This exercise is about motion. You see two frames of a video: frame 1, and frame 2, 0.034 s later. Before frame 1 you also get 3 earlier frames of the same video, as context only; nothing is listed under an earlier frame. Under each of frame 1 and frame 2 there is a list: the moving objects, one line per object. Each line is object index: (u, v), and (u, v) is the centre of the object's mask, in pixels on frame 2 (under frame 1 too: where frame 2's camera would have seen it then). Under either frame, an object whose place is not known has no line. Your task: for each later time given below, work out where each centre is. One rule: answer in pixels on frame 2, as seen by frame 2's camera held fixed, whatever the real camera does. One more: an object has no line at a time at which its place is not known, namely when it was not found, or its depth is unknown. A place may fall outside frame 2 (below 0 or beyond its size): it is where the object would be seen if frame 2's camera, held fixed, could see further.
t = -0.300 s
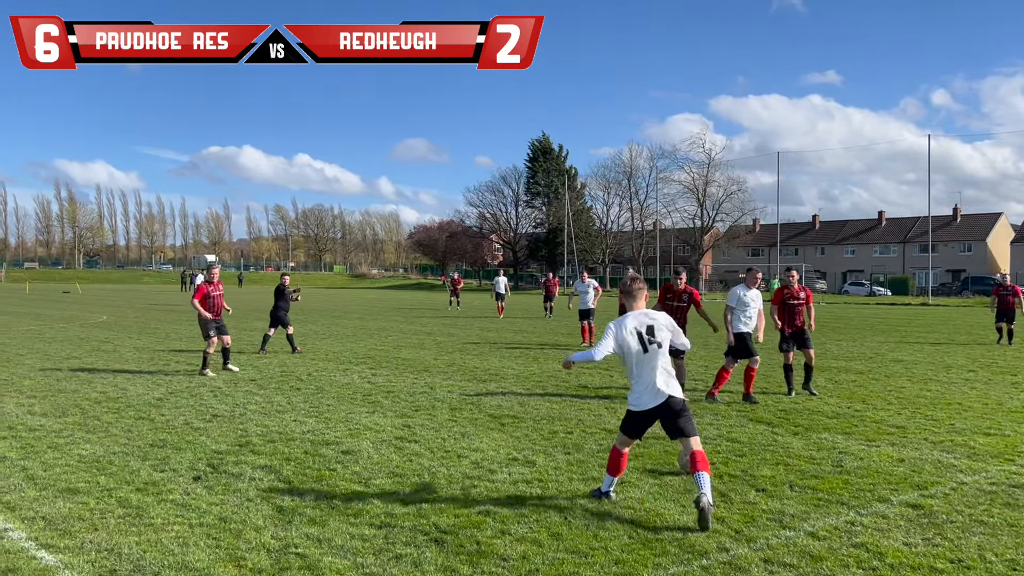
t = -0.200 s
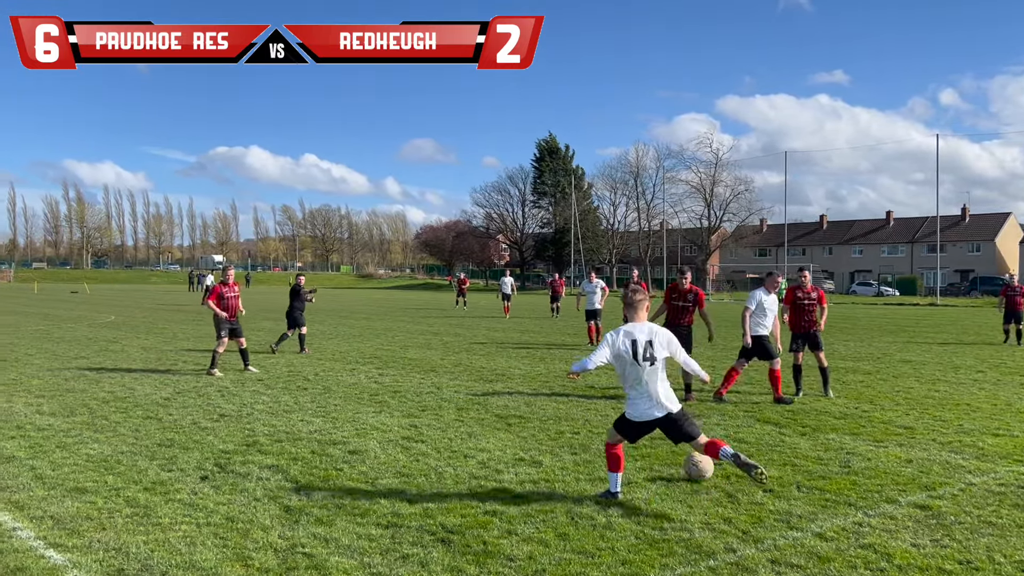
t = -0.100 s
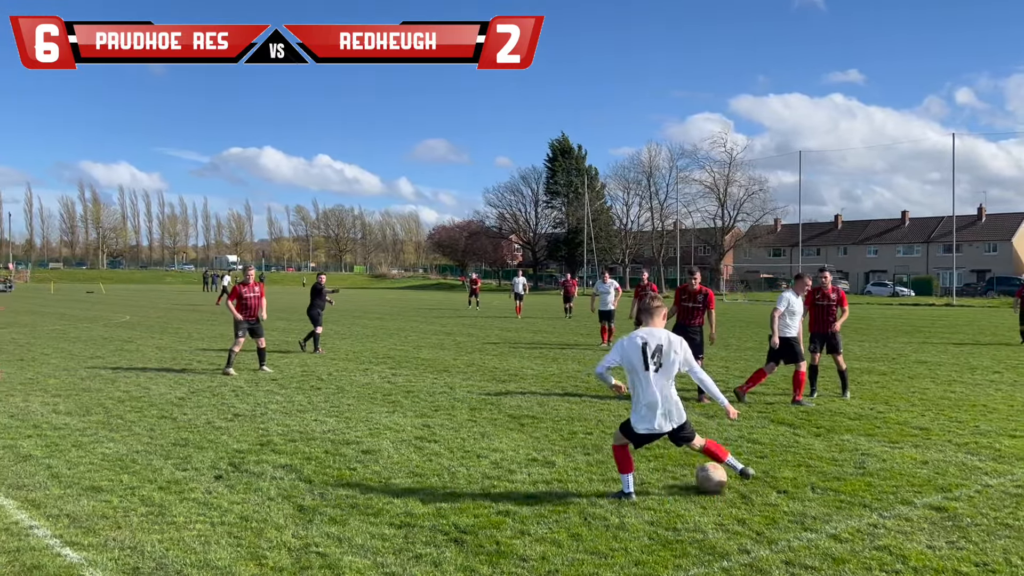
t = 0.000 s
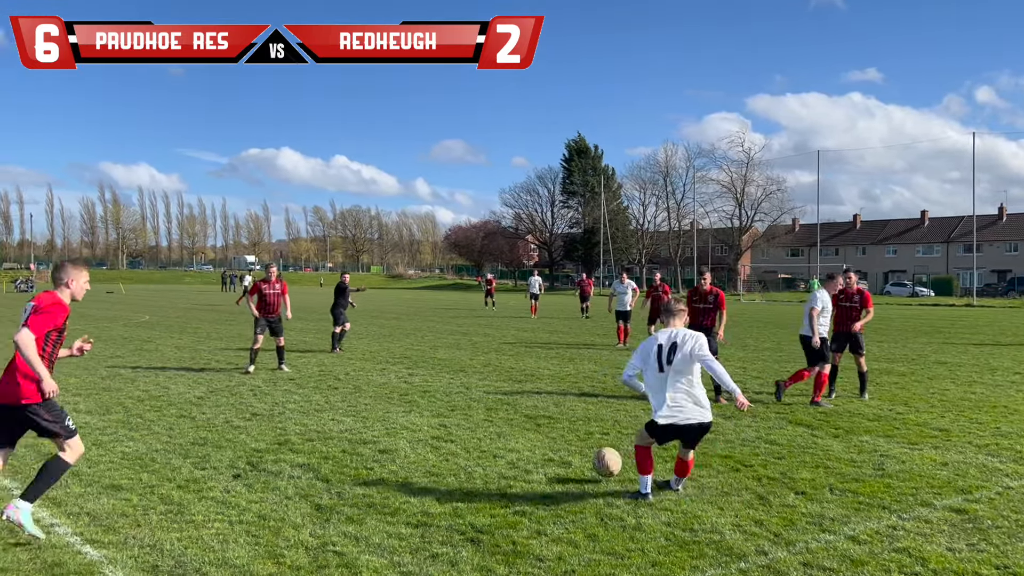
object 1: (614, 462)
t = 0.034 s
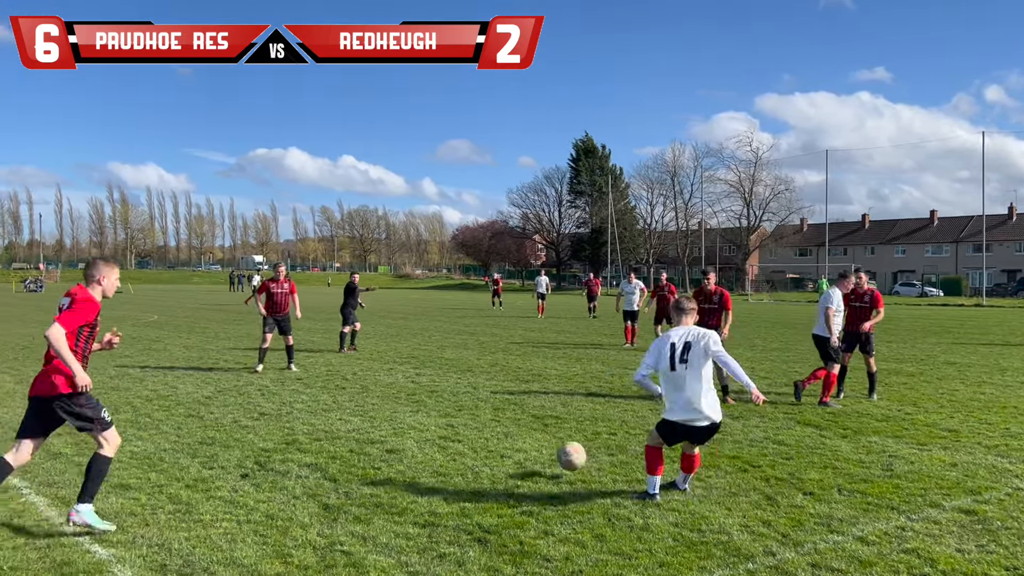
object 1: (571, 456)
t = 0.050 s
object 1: (551, 454)
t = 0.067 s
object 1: (531, 453)
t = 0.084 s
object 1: (511, 451)
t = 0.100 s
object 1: (491, 449)
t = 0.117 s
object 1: (471, 449)
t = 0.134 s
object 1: (452, 448)
